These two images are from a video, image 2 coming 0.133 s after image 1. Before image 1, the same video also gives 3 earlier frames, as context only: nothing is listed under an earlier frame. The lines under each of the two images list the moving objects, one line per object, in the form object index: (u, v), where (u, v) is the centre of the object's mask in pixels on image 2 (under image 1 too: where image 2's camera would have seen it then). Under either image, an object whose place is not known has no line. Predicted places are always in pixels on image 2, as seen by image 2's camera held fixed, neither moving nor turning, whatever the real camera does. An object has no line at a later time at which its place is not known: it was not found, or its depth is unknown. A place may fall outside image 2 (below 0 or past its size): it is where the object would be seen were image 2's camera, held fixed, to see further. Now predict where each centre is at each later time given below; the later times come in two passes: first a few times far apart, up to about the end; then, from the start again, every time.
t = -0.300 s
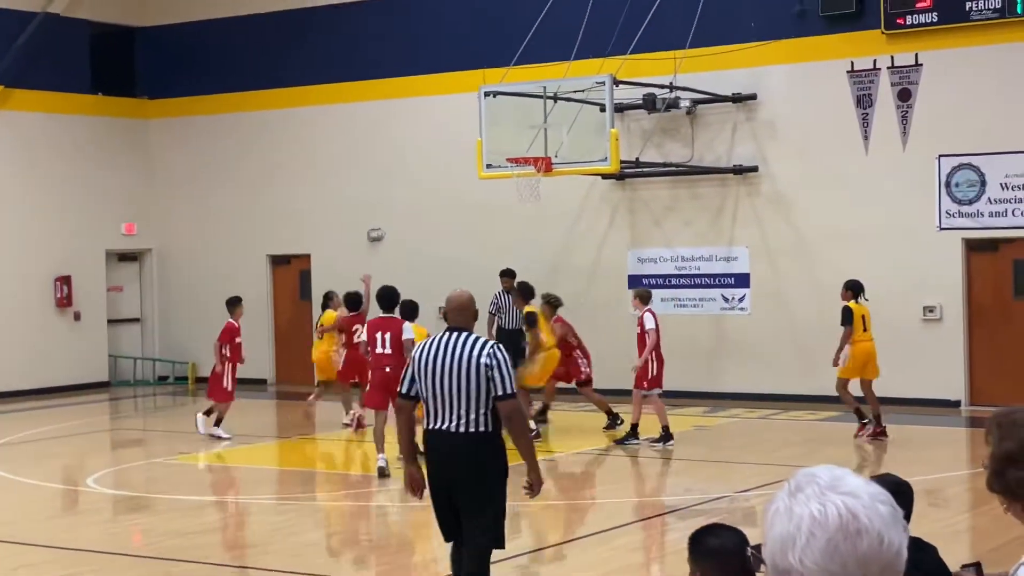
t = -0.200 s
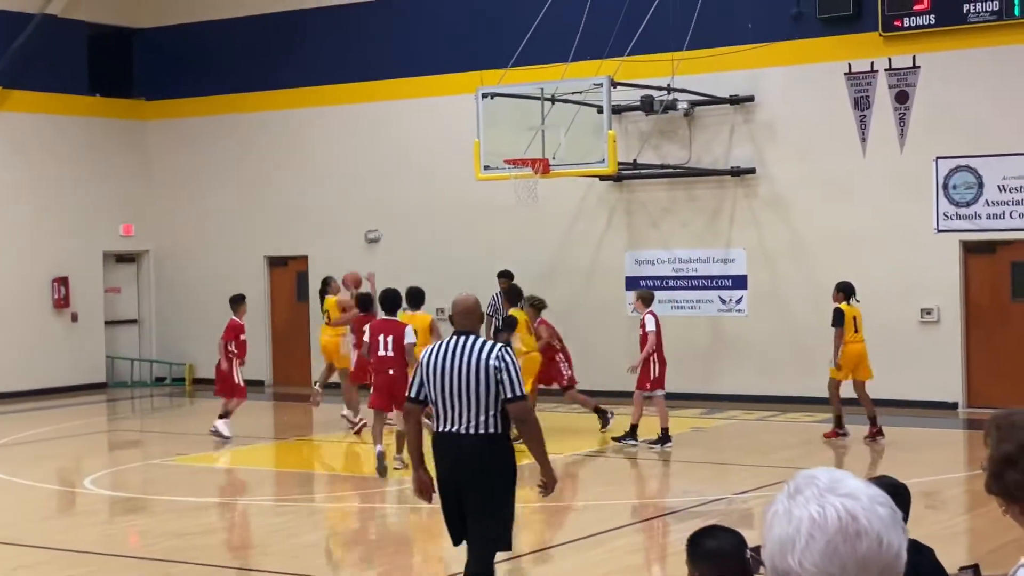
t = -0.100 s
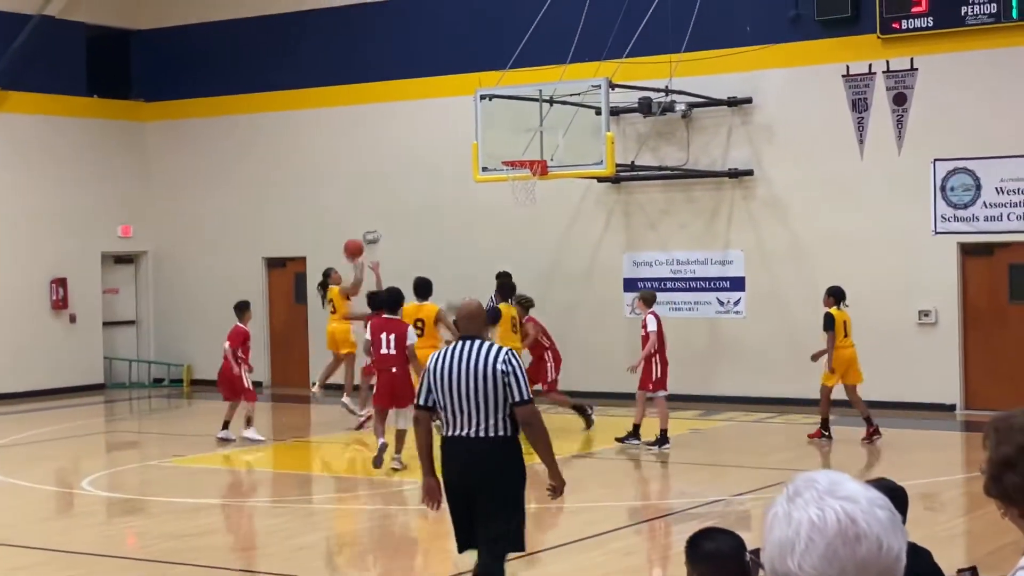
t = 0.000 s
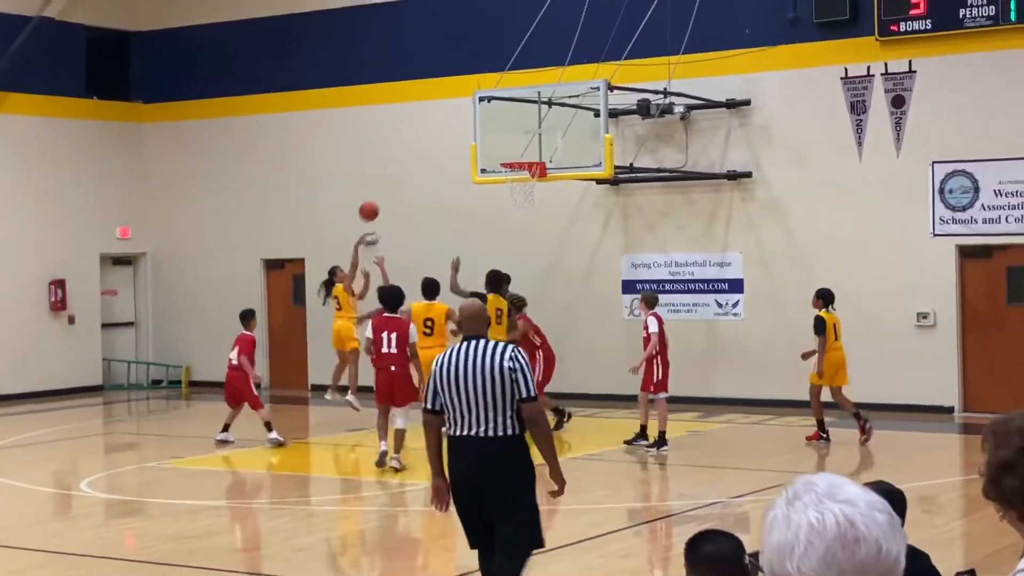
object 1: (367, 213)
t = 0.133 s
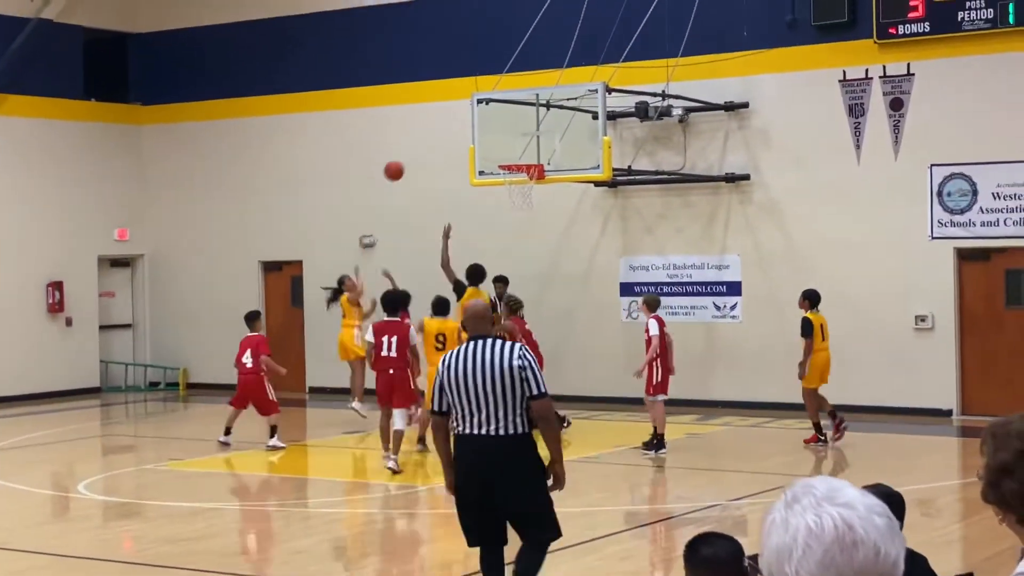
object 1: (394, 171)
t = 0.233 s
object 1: (414, 148)
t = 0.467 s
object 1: (463, 127)
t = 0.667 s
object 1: (507, 145)
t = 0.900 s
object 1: (516, 176)
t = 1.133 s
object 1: (503, 208)
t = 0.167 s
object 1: (400, 162)
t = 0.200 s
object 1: (408, 154)
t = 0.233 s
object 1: (414, 148)
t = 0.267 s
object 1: (421, 142)
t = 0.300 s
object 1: (428, 137)
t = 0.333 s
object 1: (435, 134)
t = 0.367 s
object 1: (442, 130)
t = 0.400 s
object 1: (449, 128)
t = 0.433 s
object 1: (456, 127)
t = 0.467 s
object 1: (463, 127)
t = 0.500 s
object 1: (471, 128)
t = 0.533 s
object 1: (478, 129)
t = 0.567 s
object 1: (485, 132)
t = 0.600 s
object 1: (492, 135)
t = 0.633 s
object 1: (500, 139)
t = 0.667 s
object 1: (507, 145)
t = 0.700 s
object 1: (514, 151)
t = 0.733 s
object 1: (522, 156)
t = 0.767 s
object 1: (525, 159)
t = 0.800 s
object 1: (524, 160)
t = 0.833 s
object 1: (523, 169)
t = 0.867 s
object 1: (520, 173)
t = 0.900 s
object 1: (516, 176)
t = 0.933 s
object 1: (512, 182)
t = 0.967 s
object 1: (509, 187)
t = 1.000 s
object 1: (506, 192)
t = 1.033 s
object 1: (505, 195)
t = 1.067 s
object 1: (504, 198)
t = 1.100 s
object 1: (503, 202)
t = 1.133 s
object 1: (503, 208)
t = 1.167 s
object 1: (502, 214)
